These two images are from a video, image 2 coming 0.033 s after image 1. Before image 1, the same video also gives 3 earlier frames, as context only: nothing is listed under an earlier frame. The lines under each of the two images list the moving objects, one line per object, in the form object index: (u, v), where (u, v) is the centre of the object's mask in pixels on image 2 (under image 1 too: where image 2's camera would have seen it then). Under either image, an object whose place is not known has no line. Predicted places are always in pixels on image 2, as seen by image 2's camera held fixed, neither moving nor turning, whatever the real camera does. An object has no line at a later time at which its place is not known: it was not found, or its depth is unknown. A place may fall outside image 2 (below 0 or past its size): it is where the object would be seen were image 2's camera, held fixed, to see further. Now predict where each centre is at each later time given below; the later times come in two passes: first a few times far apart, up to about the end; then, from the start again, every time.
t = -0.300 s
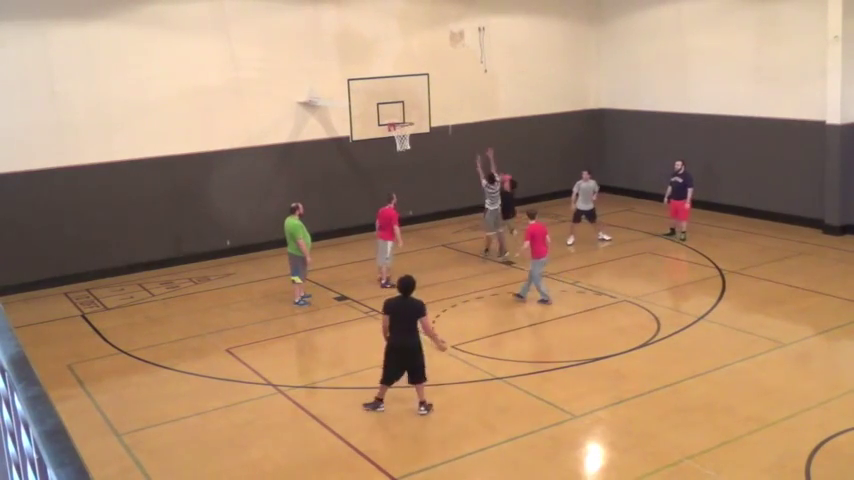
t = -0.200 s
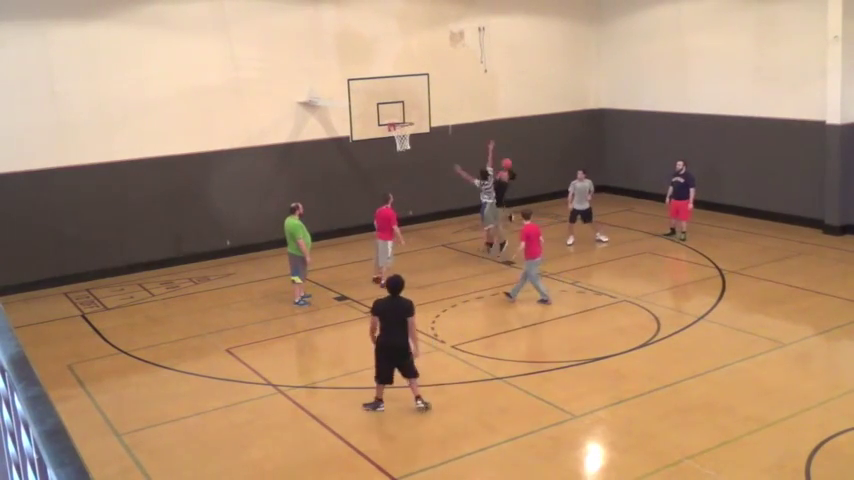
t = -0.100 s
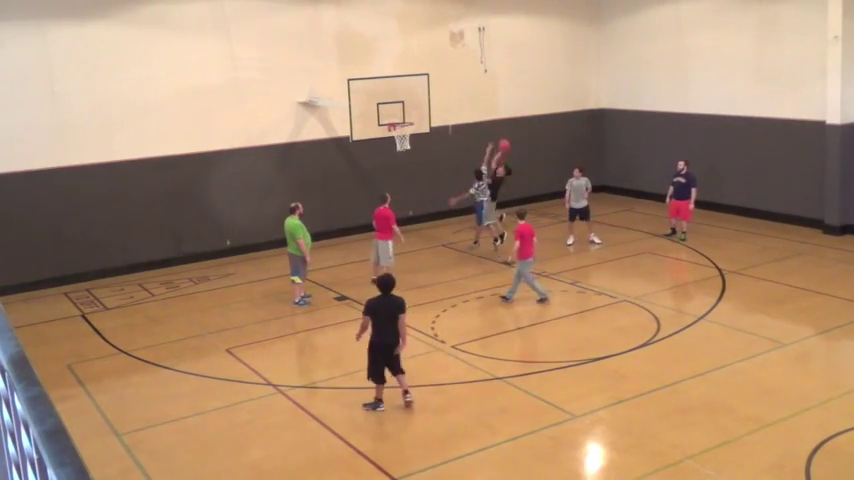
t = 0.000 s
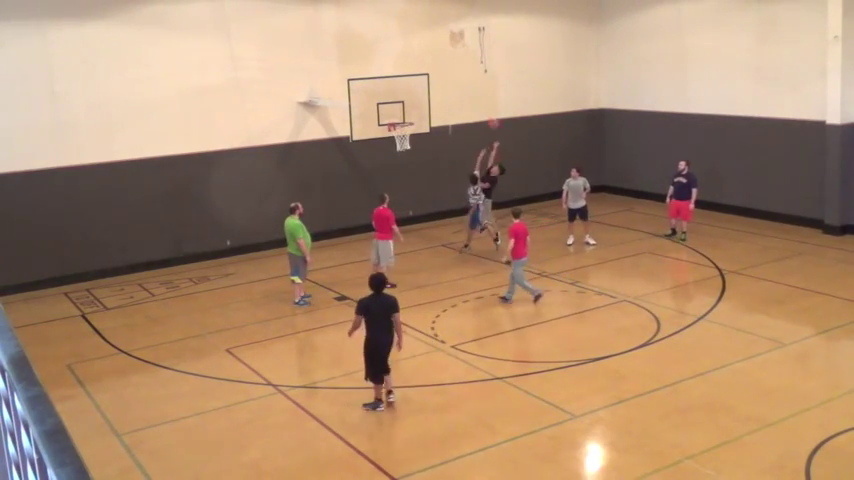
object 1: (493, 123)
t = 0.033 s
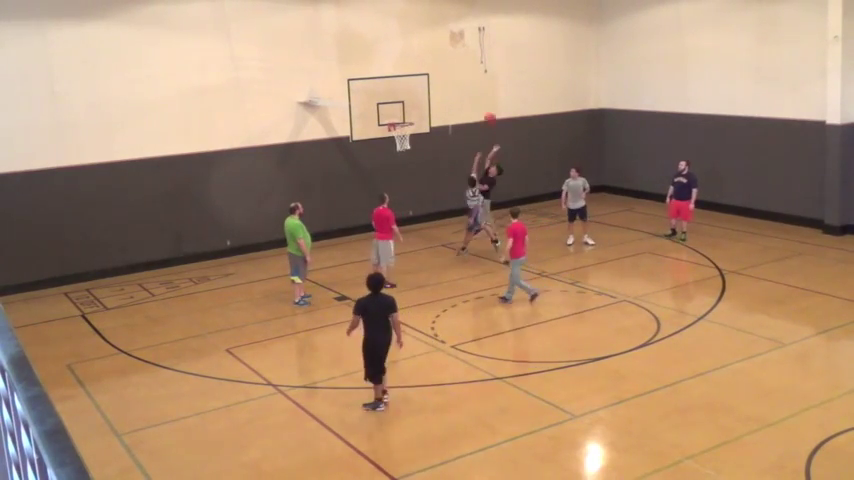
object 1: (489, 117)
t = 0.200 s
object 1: (470, 95)
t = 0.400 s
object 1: (447, 84)
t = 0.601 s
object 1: (424, 92)
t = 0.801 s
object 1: (402, 121)
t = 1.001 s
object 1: (391, 142)
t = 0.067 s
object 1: (486, 112)
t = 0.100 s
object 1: (482, 107)
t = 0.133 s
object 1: (478, 103)
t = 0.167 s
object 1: (474, 98)
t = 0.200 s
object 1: (470, 95)
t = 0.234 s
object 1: (466, 91)
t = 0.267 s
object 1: (462, 89)
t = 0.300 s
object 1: (458, 87)
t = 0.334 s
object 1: (454, 85)
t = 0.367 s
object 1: (451, 84)
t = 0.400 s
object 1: (447, 84)
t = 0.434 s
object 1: (443, 84)
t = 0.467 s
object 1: (439, 84)
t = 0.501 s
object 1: (435, 86)
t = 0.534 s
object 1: (432, 88)
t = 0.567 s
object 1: (428, 90)
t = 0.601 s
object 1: (424, 92)
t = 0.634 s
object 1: (420, 95)
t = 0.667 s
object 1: (417, 99)
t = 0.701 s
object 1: (413, 104)
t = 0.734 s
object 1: (409, 109)
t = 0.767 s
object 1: (405, 115)
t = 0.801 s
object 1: (402, 121)
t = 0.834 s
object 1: (397, 127)
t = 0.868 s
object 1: (395, 134)
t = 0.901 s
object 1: (393, 136)
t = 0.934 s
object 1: (392, 138)
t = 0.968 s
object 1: (391, 141)
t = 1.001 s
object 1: (391, 142)
